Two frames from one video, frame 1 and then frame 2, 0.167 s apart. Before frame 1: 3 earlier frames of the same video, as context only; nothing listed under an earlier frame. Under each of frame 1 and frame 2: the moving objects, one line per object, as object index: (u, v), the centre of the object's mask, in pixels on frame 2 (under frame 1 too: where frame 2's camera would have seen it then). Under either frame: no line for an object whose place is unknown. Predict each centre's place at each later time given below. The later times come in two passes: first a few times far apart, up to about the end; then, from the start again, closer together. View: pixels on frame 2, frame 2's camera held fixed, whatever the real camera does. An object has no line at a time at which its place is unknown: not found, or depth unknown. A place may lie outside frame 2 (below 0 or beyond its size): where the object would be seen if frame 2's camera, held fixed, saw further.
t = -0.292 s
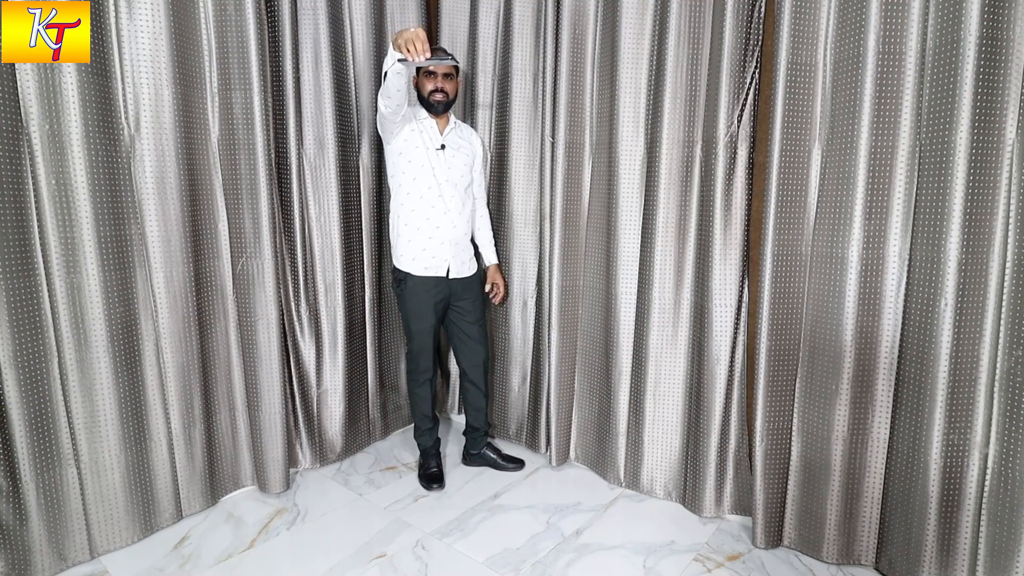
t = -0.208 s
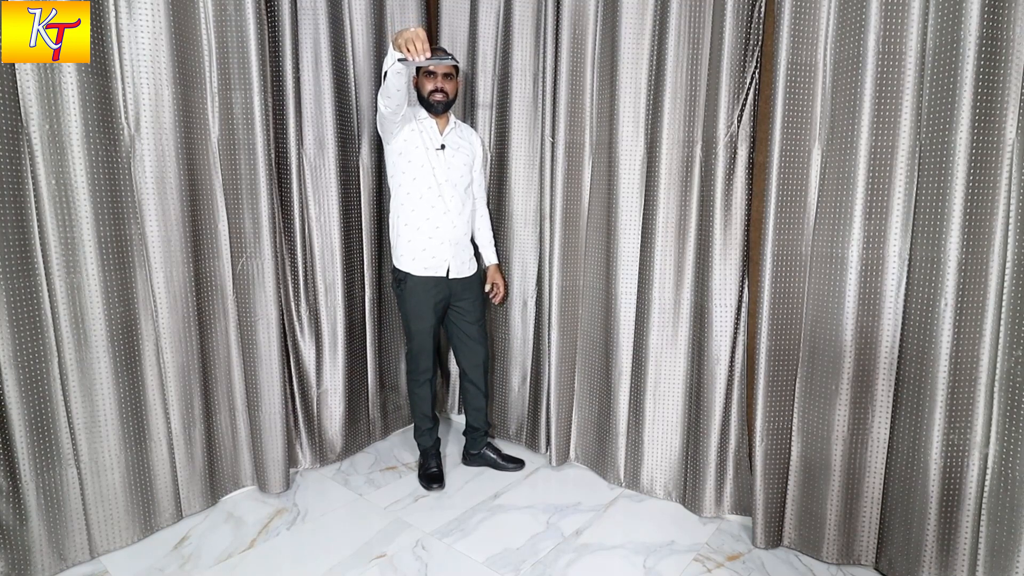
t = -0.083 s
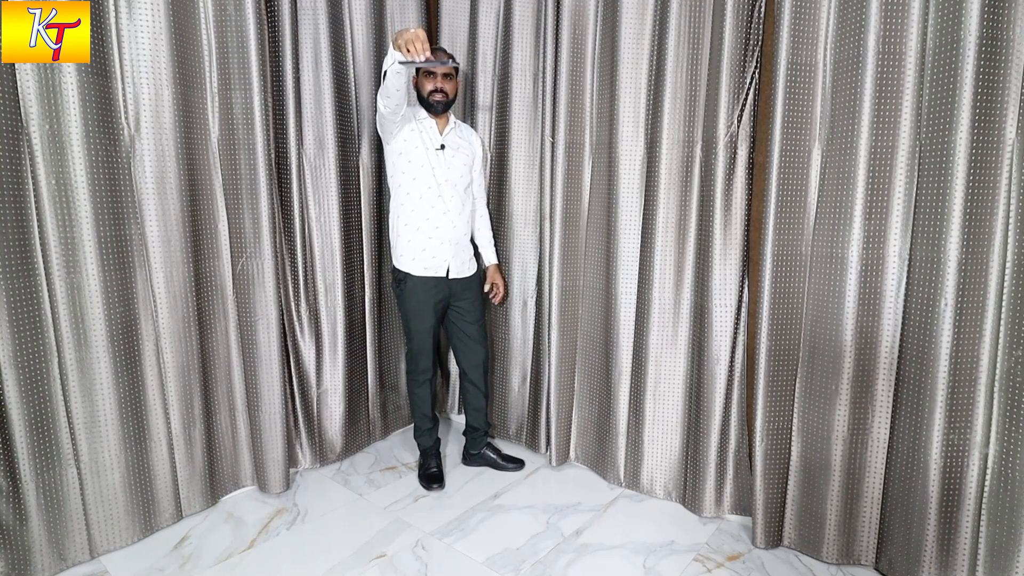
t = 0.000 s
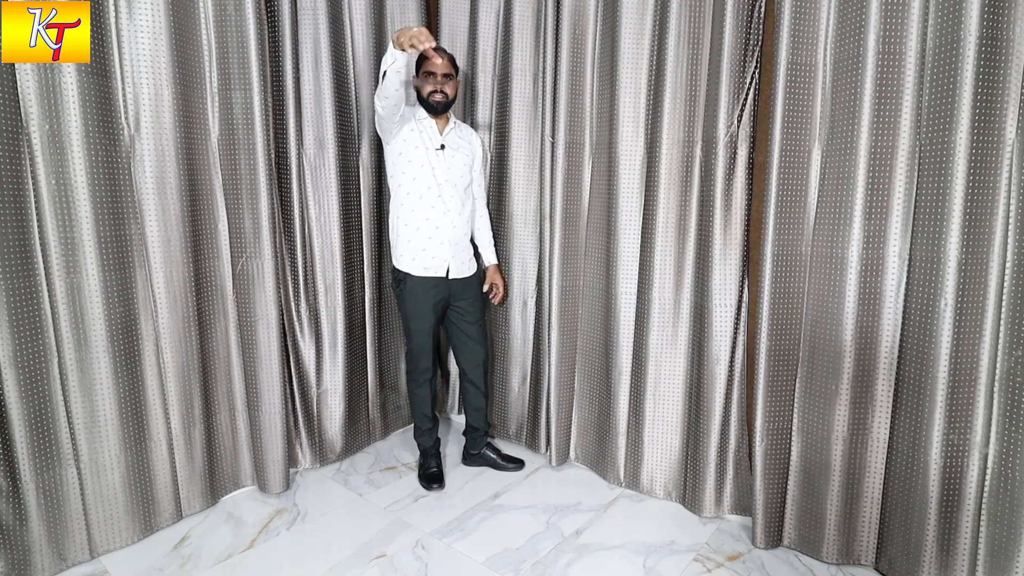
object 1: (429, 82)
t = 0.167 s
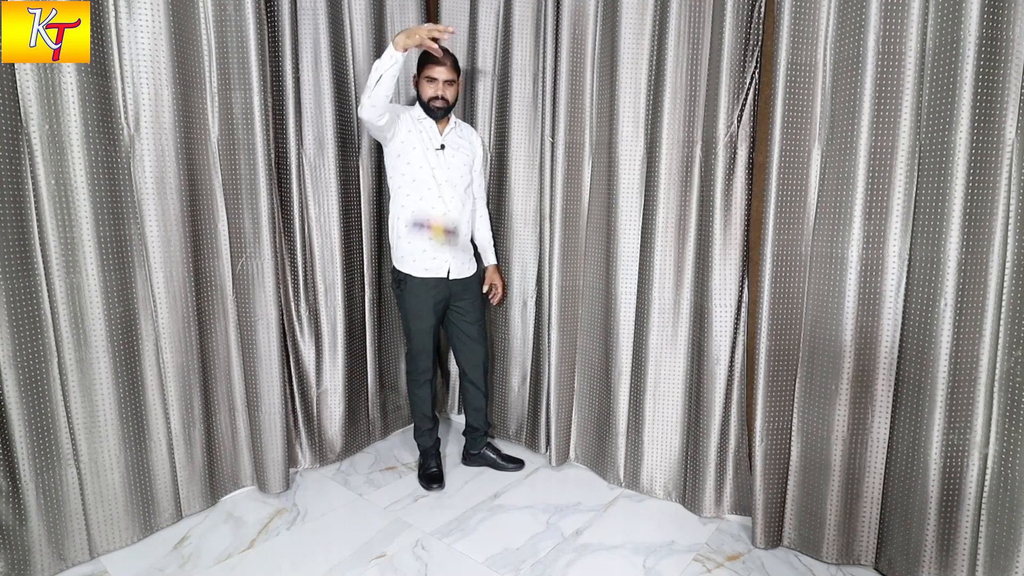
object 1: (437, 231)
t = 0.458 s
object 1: (438, 559)
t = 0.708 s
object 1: (449, 548)
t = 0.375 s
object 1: (435, 487)
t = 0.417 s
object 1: (437, 550)
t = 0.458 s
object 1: (438, 559)
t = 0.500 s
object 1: (438, 544)
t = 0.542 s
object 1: (443, 537)
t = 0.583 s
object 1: (443, 533)
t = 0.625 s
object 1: (445, 533)
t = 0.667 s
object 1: (447, 539)
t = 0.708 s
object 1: (449, 548)
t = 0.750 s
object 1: (450, 559)
